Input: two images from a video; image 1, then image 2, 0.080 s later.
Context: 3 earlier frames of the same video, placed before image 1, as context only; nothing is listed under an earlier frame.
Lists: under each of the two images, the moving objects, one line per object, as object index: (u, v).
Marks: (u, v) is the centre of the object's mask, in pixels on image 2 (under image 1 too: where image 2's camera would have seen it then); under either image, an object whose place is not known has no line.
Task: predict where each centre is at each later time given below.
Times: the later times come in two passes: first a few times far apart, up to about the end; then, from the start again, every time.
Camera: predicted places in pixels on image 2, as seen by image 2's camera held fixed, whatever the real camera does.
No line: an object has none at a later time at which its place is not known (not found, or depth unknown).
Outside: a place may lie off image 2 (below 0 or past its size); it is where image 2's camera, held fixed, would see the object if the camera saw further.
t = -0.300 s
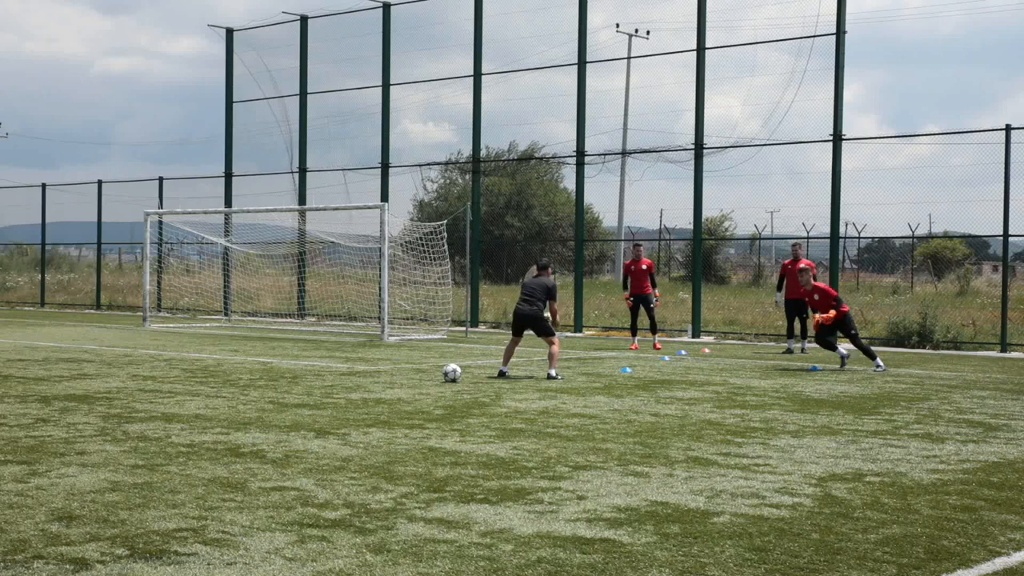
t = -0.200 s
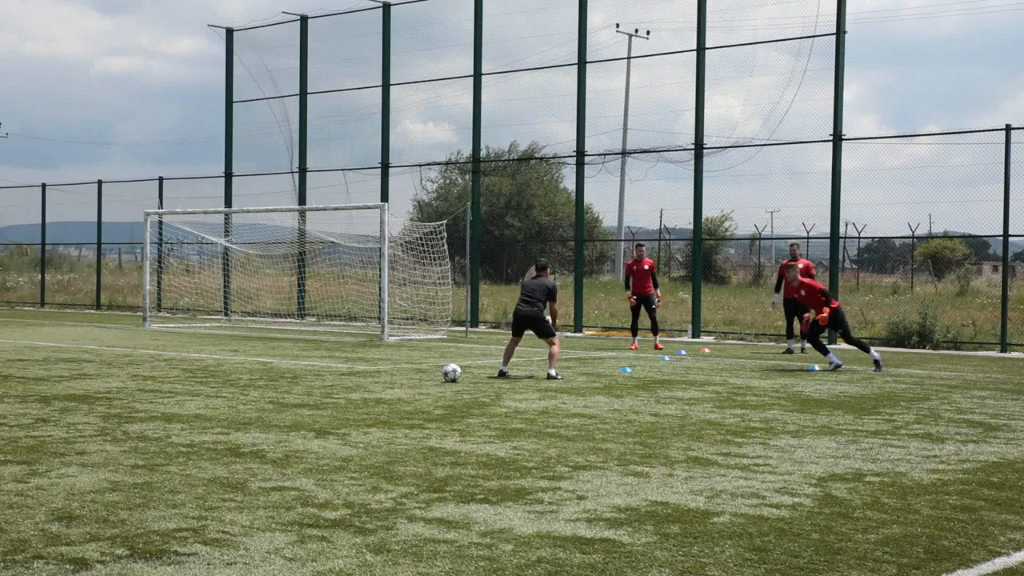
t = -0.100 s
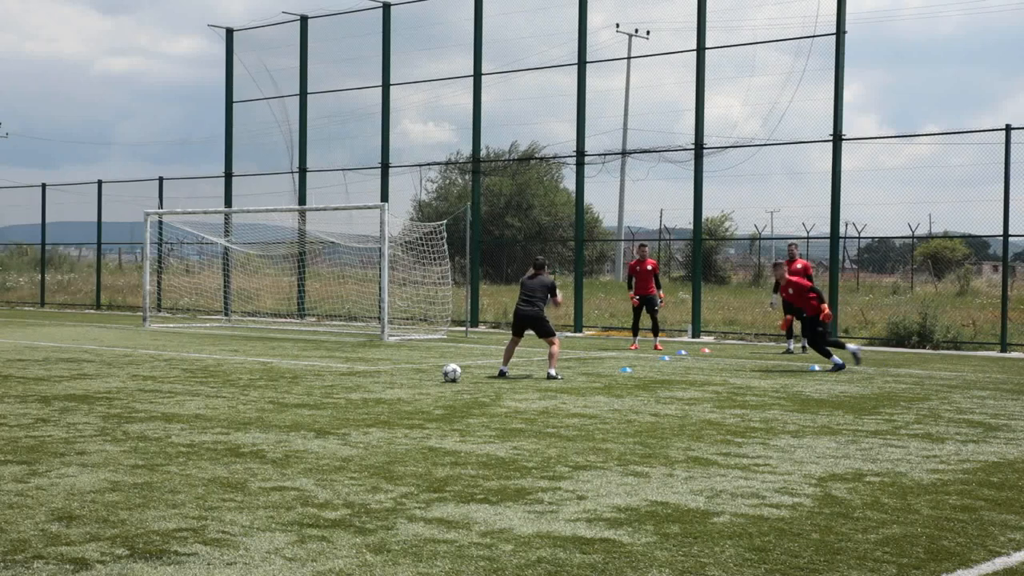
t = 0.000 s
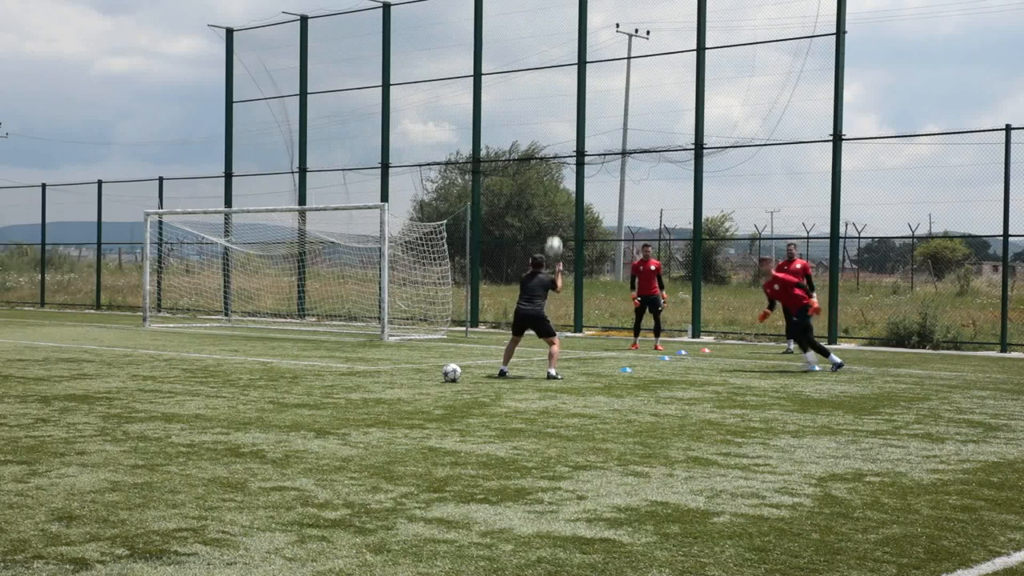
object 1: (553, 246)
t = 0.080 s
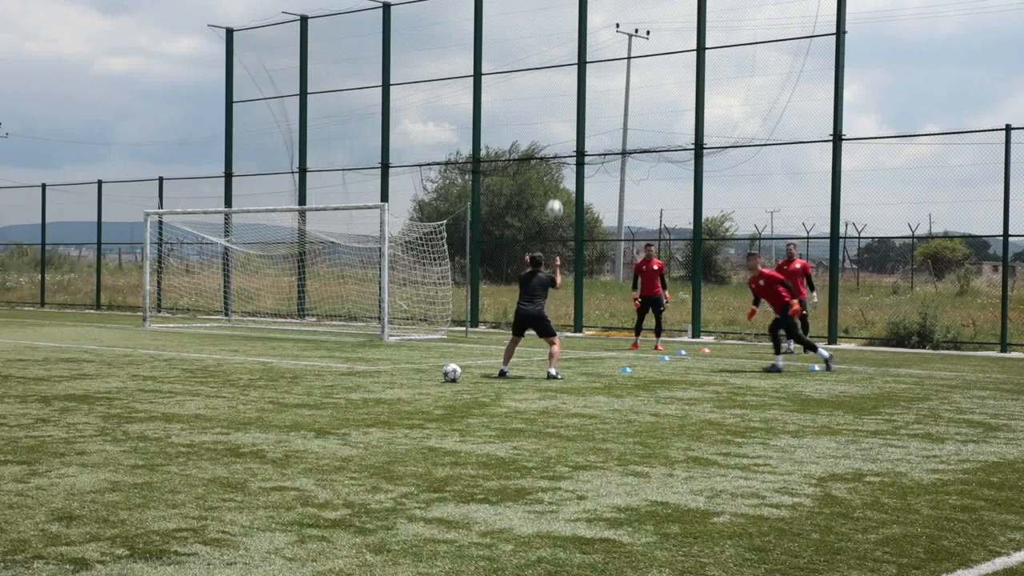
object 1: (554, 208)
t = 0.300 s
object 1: (554, 134)
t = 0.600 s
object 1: (556, 94)
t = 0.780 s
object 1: (558, 104)
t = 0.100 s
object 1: (554, 199)
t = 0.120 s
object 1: (554, 191)
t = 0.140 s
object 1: (554, 183)
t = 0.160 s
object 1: (555, 176)
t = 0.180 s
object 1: (555, 168)
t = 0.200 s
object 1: (555, 161)
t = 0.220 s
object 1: (555, 154)
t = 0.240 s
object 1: (555, 150)
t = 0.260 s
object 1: (555, 144)
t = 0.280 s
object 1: (554, 139)
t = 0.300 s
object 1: (554, 134)
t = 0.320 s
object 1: (554, 128)
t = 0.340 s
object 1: (555, 124)
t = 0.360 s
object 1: (555, 120)
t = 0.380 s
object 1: (555, 116)
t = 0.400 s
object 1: (555, 113)
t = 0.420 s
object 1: (555, 109)
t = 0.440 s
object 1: (555, 107)
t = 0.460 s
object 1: (555, 104)
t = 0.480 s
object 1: (555, 101)
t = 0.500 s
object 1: (556, 100)
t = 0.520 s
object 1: (556, 98)
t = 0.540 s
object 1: (556, 97)
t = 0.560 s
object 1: (556, 96)
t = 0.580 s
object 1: (556, 95)
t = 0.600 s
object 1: (556, 94)
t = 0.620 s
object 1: (556, 94)
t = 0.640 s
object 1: (556, 94)
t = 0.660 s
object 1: (556, 95)
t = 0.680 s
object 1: (557, 95)
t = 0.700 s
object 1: (557, 97)
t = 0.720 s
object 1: (557, 98)
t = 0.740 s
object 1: (557, 100)
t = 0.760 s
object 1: (558, 101)
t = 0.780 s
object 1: (558, 104)
